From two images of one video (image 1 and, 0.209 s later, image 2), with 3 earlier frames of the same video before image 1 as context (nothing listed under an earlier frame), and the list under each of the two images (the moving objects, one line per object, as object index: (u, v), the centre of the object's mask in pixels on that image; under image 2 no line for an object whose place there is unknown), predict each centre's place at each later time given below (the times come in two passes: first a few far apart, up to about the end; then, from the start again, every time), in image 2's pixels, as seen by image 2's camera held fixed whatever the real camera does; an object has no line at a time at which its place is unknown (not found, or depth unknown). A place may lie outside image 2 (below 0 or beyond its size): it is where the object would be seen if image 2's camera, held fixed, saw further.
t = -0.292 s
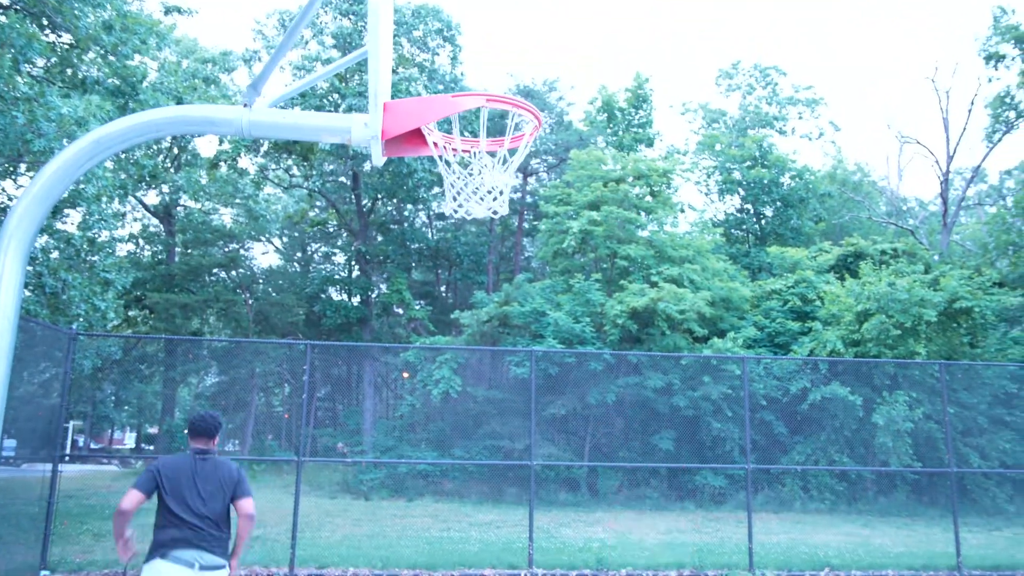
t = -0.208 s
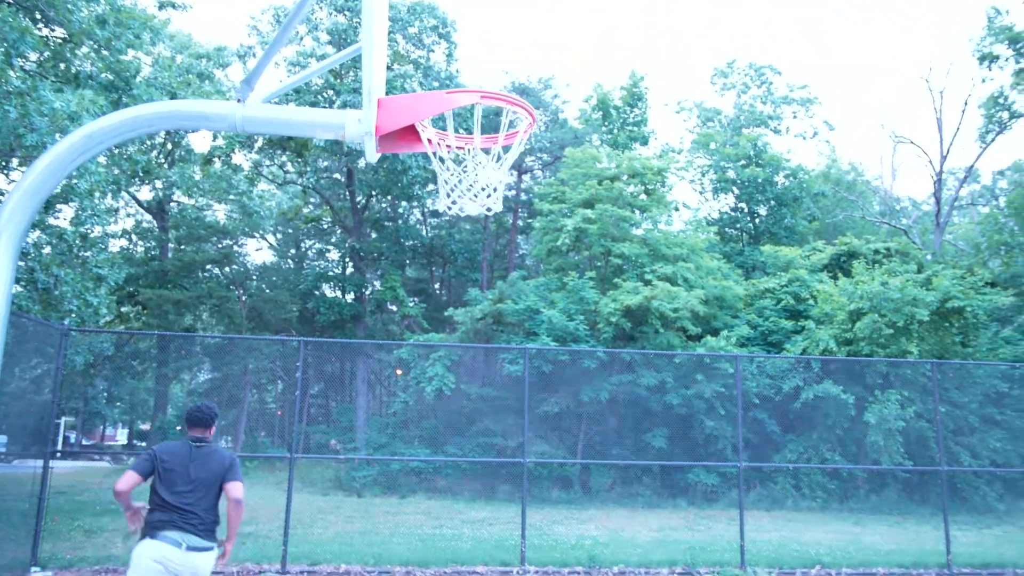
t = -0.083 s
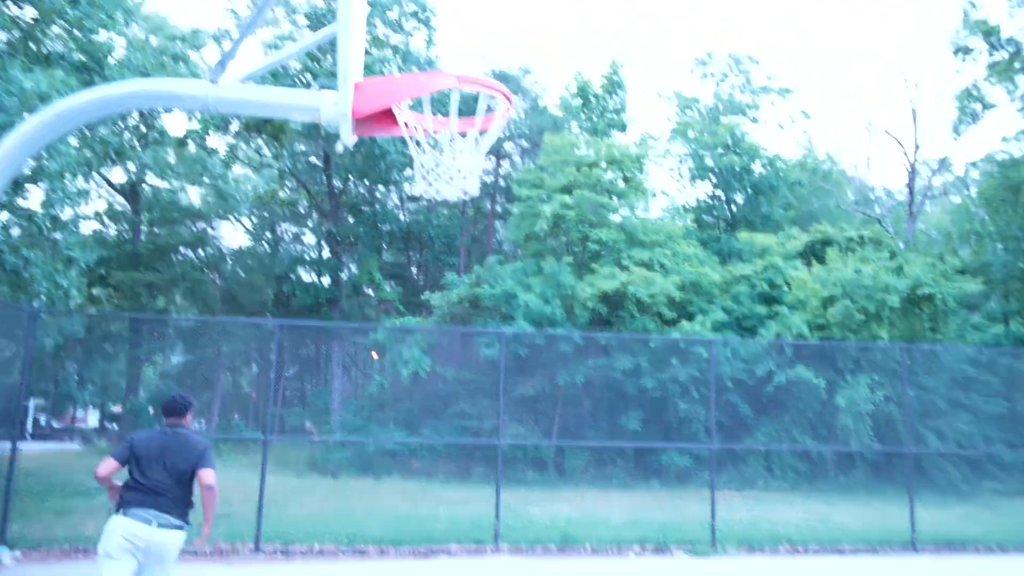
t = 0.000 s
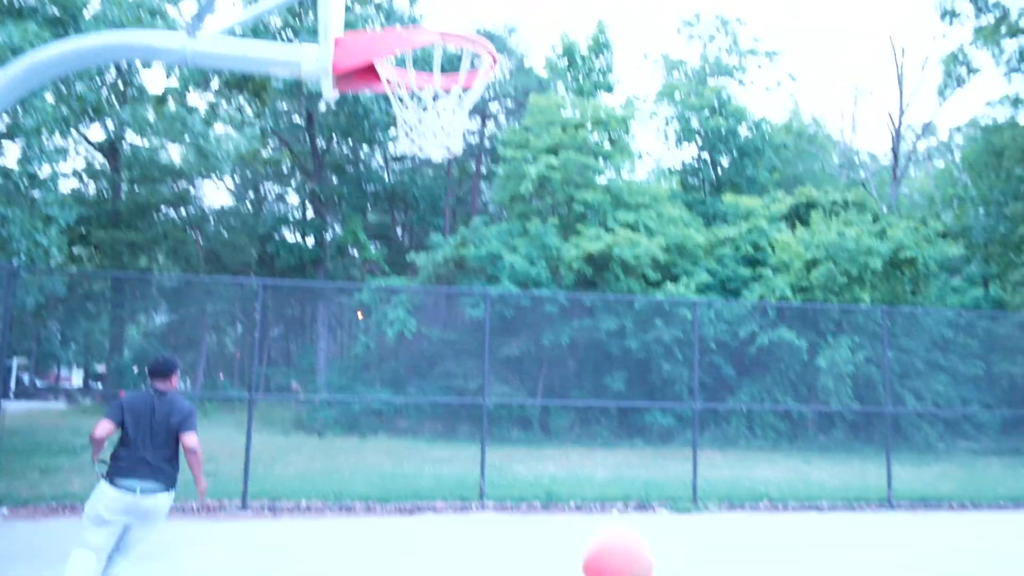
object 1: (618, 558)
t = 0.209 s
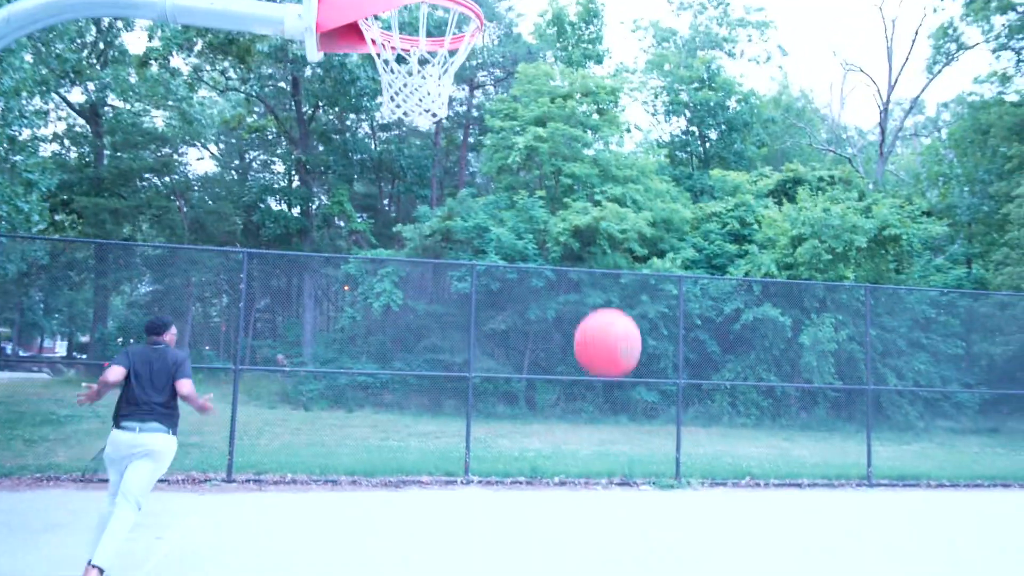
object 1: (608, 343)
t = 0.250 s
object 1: (609, 320)
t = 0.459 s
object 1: (611, 273)
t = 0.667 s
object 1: (611, 333)
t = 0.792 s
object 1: (612, 413)
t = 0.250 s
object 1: (609, 320)
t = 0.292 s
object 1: (609, 301)
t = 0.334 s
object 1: (610, 288)
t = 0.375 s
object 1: (612, 278)
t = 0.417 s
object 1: (612, 273)
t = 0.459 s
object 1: (611, 273)
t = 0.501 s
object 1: (611, 277)
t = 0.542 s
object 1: (611, 285)
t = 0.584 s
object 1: (611, 298)
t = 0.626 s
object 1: (611, 313)
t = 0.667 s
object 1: (611, 333)
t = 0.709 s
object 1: (612, 357)
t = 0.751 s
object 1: (612, 384)
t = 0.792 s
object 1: (612, 413)
